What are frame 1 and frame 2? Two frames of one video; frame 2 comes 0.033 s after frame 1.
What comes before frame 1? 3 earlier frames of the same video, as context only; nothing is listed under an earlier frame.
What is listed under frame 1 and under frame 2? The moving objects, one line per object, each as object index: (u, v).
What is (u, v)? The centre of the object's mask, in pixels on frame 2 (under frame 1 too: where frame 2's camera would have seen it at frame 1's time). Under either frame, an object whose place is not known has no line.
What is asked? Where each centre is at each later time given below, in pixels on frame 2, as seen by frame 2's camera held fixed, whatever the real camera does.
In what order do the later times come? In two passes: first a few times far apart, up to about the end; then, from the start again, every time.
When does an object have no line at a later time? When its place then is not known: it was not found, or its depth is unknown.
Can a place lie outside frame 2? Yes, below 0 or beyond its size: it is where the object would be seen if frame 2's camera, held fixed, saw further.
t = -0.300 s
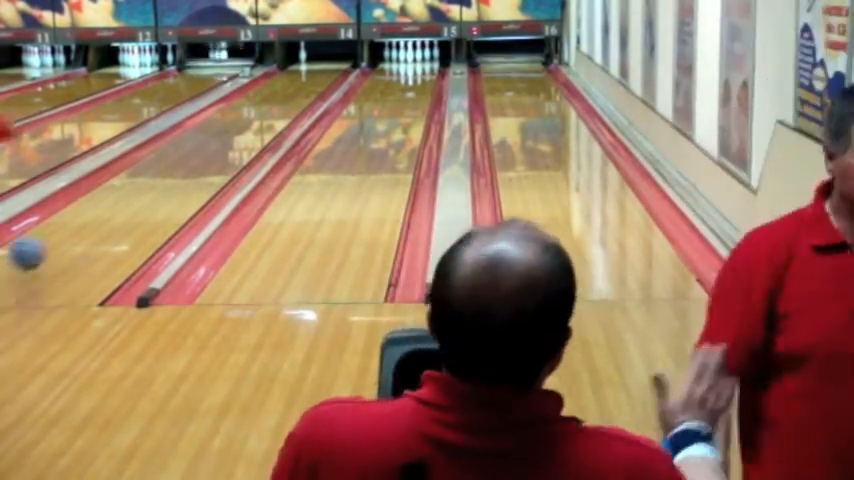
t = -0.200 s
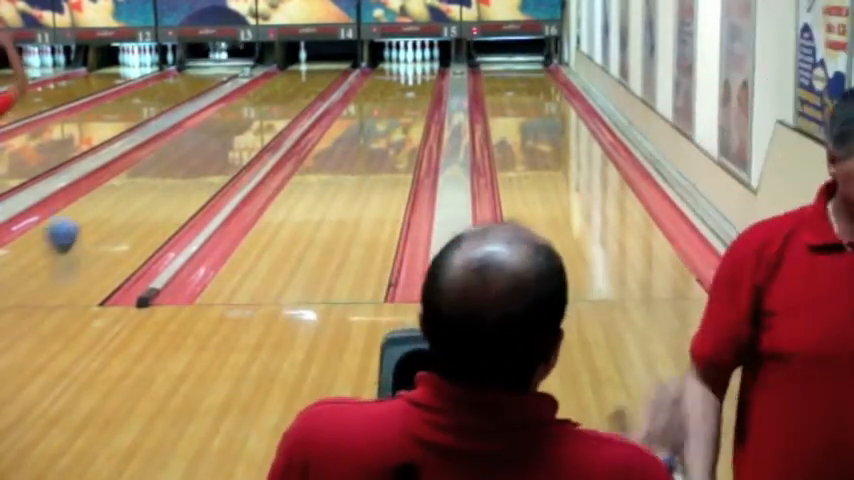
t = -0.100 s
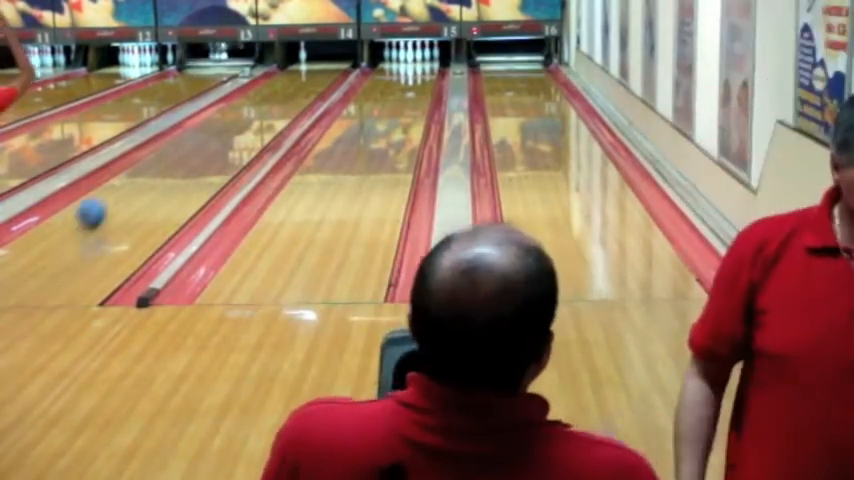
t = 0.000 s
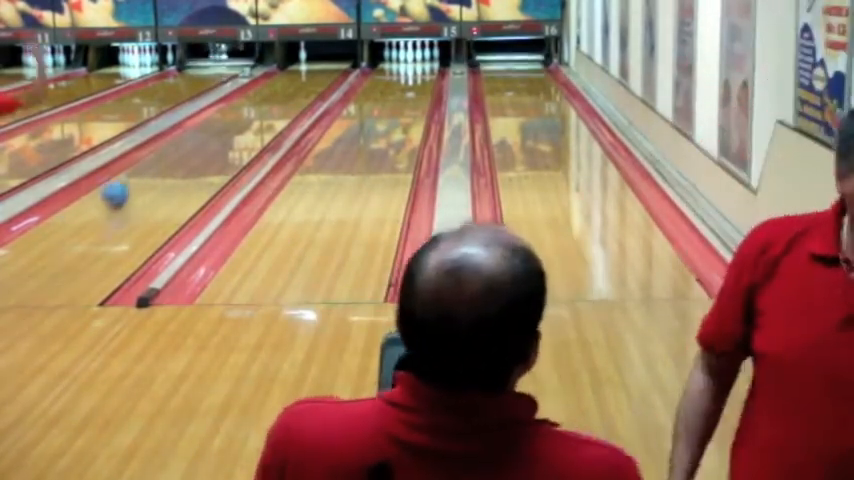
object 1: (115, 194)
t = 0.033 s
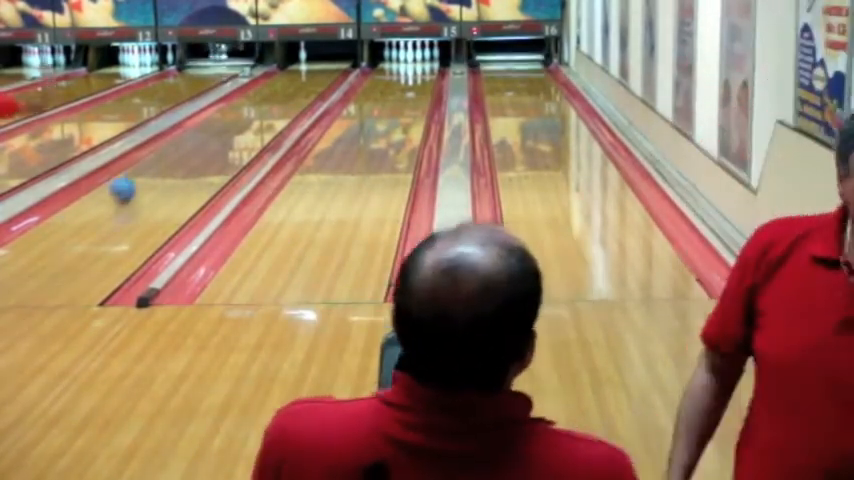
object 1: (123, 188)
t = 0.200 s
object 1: (154, 166)
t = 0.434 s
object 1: (190, 139)
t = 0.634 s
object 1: (214, 122)
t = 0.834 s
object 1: (234, 107)
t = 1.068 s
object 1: (253, 93)
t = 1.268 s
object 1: (265, 83)
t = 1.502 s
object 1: (278, 74)
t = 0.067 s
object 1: (129, 184)
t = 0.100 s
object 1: (136, 179)
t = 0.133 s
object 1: (143, 173)
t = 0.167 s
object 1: (148, 169)
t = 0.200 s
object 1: (154, 166)
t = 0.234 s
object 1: (160, 162)
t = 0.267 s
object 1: (166, 157)
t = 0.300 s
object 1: (170, 154)
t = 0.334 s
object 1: (177, 150)
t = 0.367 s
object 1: (182, 146)
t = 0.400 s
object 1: (186, 142)
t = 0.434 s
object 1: (190, 139)
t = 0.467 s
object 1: (195, 136)
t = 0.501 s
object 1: (199, 133)
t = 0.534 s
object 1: (204, 129)
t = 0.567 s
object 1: (208, 126)
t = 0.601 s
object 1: (211, 125)
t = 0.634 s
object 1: (214, 122)
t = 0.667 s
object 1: (217, 120)
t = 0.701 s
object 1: (221, 118)
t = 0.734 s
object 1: (223, 116)
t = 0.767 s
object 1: (228, 112)
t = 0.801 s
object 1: (231, 110)
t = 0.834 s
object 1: (234, 107)
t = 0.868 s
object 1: (236, 105)
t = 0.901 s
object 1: (239, 103)
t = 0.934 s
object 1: (242, 100)
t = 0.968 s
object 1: (245, 99)
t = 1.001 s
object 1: (248, 97)
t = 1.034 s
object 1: (250, 95)
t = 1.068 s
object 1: (253, 93)
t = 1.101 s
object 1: (255, 92)
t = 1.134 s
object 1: (256, 90)
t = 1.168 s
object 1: (259, 88)
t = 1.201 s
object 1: (261, 86)
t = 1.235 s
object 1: (263, 84)
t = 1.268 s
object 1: (265, 83)
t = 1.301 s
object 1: (268, 81)
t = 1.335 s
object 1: (270, 80)
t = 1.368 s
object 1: (271, 79)
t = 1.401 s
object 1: (272, 77)
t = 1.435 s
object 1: (275, 76)
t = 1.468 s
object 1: (276, 75)
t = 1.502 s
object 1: (278, 74)
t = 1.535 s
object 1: (279, 72)
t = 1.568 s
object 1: (281, 71)
